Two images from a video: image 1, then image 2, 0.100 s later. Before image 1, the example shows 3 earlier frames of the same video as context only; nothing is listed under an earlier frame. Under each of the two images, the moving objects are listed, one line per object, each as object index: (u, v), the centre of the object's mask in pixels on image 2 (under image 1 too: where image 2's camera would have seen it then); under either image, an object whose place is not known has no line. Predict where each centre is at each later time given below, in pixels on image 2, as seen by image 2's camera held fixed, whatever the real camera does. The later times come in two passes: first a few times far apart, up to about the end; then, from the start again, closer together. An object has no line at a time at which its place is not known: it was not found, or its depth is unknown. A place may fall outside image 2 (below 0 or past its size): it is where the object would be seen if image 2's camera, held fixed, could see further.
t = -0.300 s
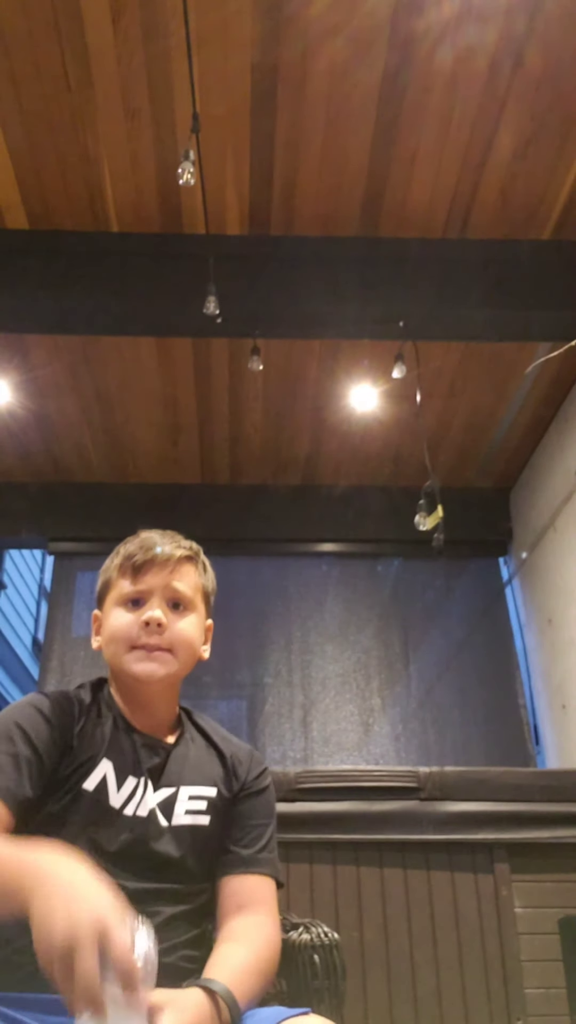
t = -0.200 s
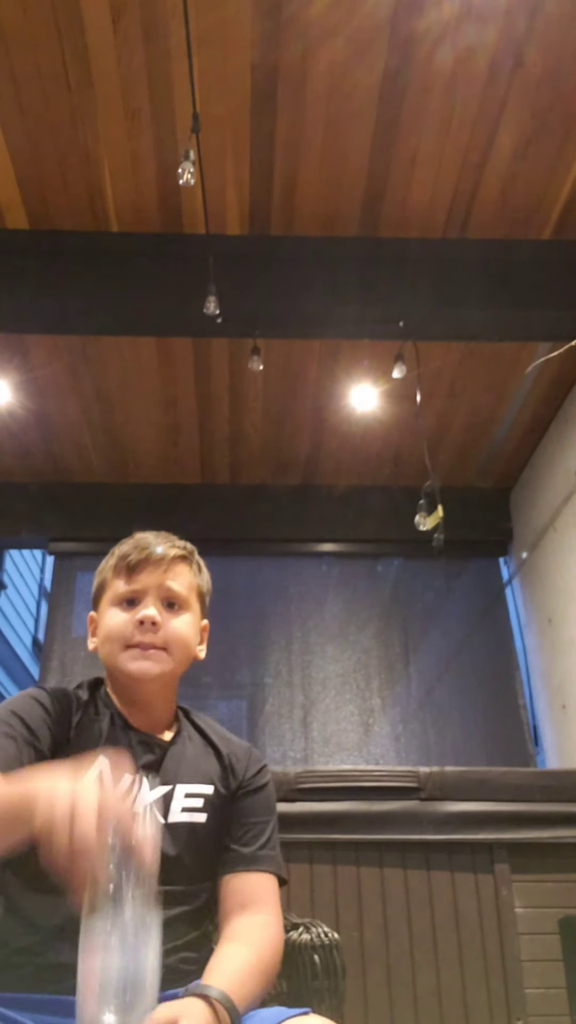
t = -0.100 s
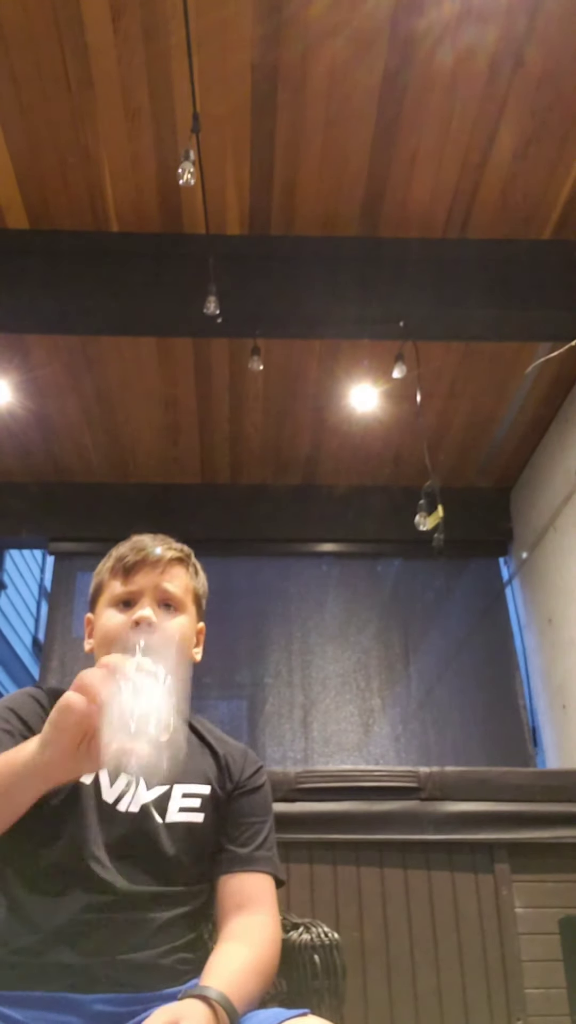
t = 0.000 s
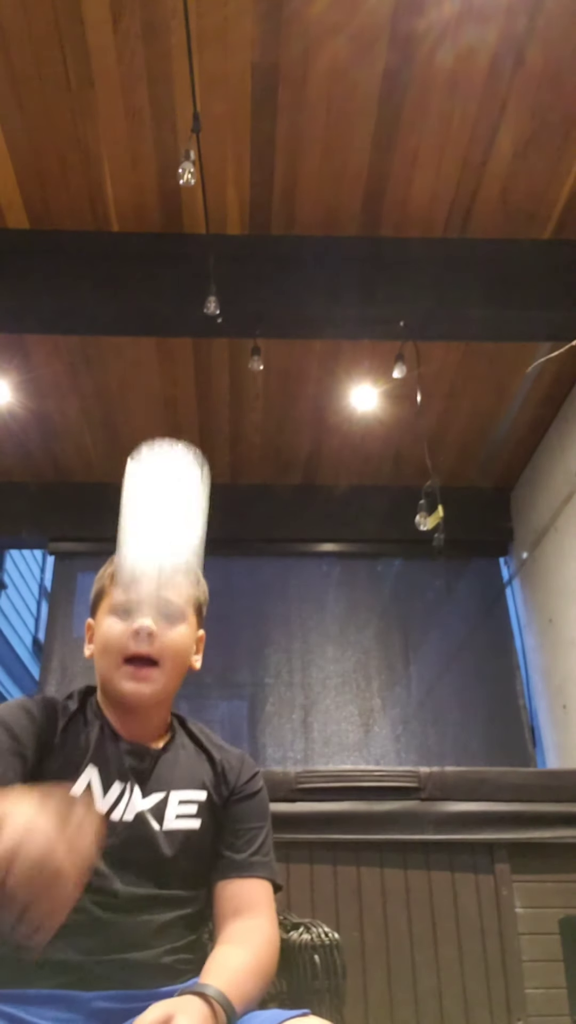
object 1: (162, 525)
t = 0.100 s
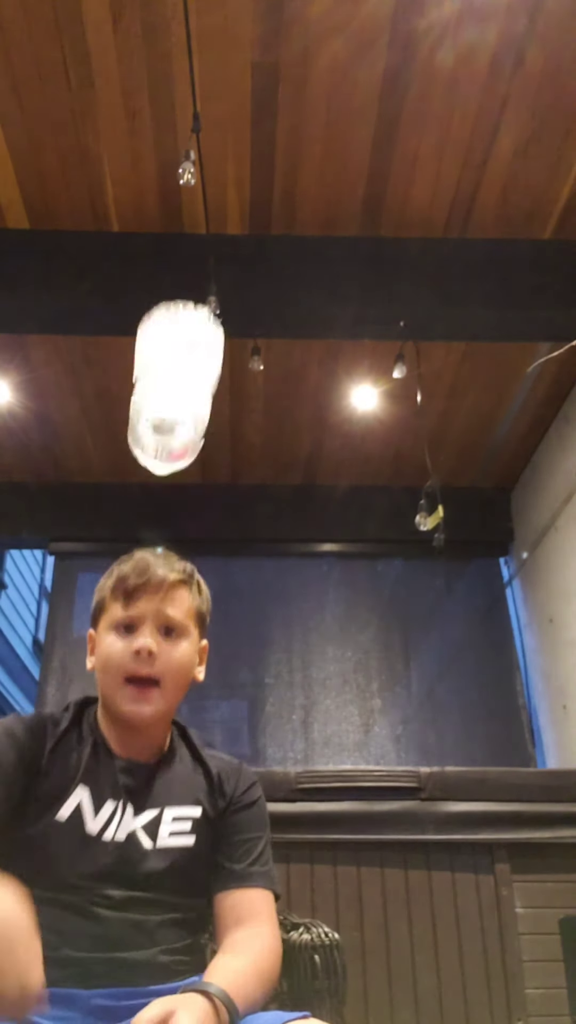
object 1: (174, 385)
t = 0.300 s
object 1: (177, 555)
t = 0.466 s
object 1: (172, 920)
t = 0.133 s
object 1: (175, 381)
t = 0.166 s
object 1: (175, 390)
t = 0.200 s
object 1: (177, 409)
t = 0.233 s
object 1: (177, 438)
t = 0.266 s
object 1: (178, 488)
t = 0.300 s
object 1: (177, 555)
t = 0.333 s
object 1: (176, 653)
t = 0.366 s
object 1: (173, 776)
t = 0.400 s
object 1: (173, 860)
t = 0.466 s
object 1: (172, 920)
